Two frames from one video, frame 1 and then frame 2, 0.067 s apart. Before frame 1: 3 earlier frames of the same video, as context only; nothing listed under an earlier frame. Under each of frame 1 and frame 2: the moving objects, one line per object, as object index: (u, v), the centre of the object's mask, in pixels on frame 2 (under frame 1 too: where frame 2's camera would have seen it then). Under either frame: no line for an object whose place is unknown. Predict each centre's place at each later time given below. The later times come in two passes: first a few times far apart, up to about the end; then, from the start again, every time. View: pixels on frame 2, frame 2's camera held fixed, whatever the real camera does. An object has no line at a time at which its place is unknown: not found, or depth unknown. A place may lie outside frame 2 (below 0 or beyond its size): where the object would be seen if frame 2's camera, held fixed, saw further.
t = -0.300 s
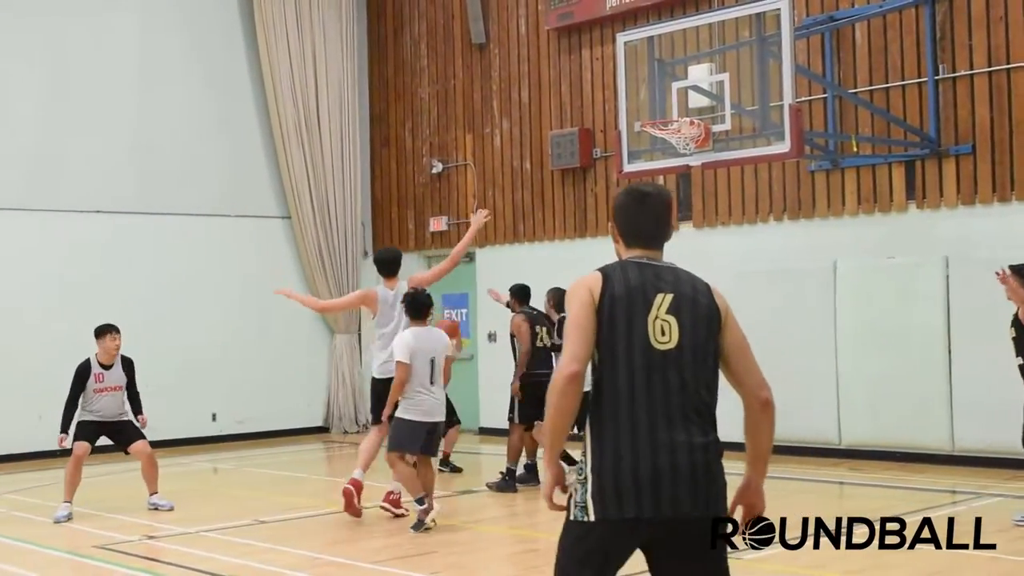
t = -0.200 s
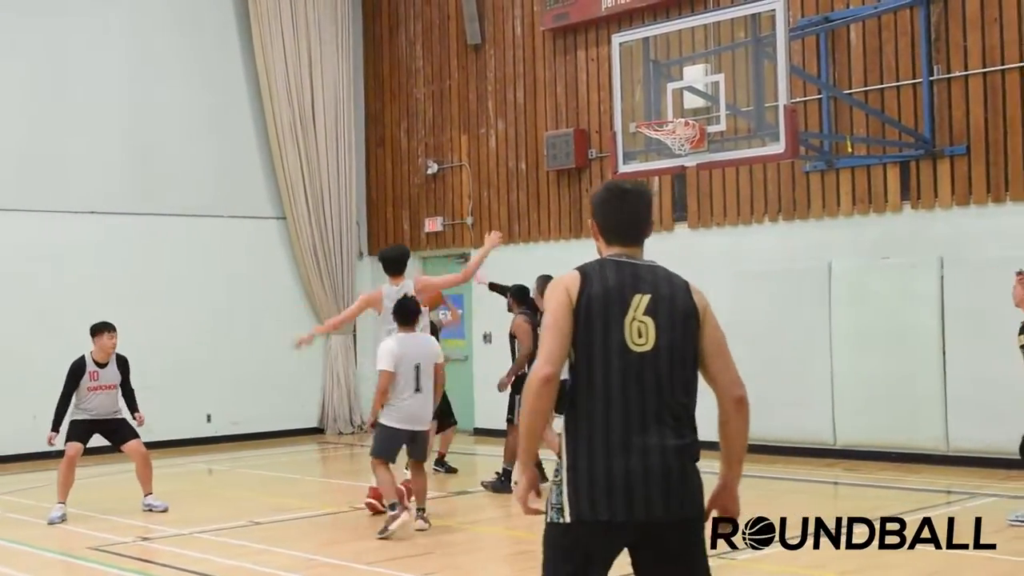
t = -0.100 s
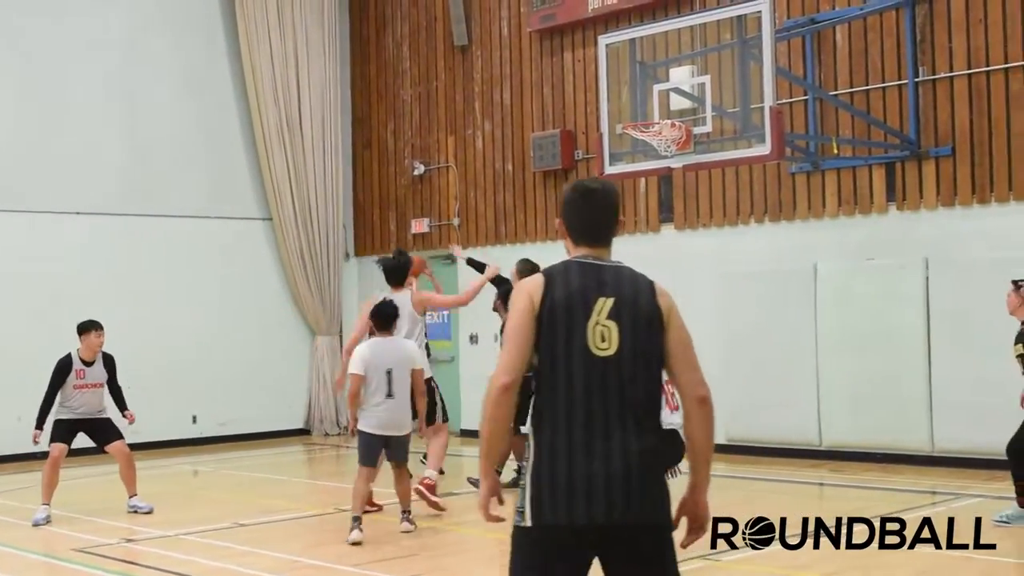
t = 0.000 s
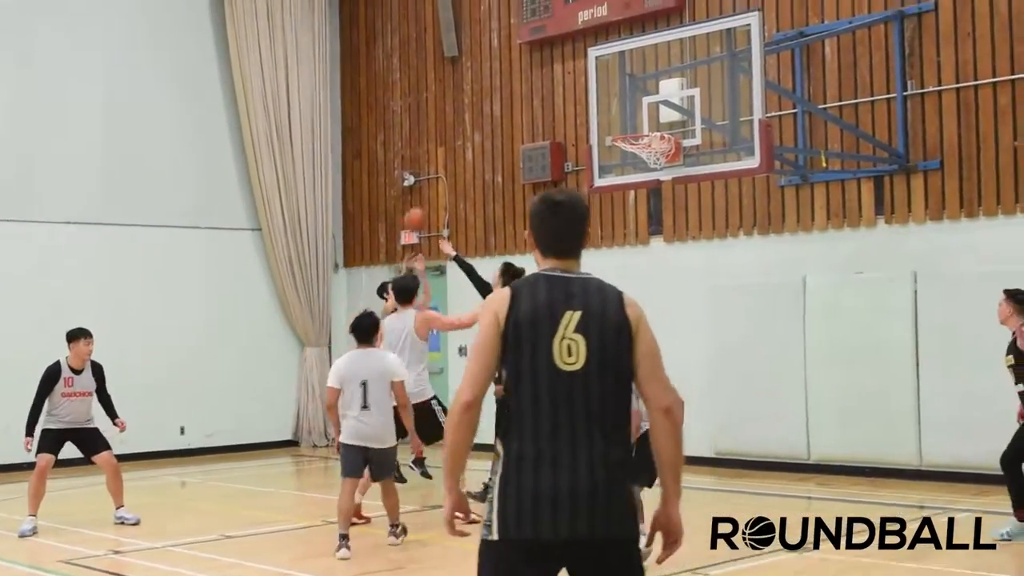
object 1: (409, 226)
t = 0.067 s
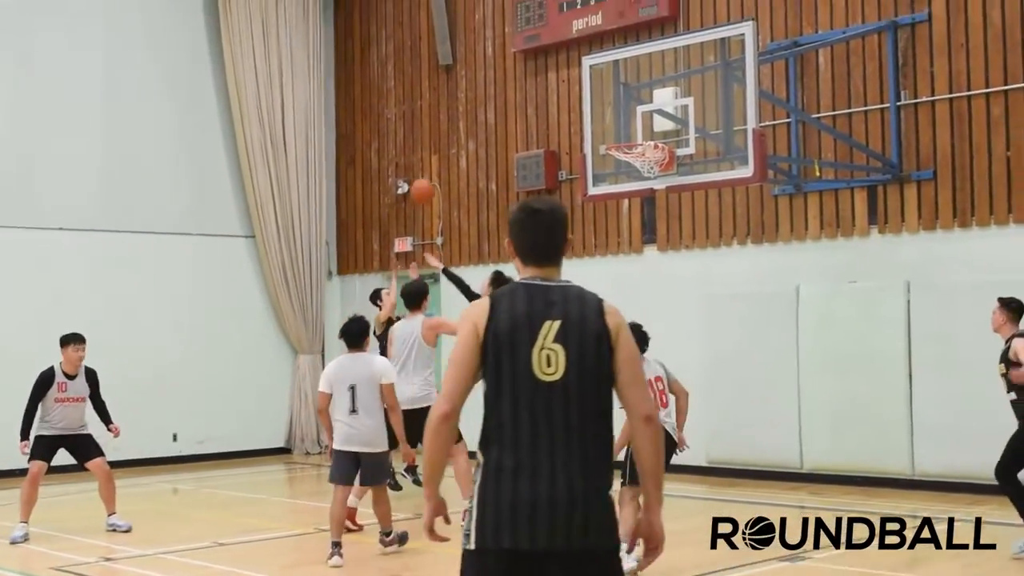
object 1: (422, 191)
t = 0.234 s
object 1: (453, 117)
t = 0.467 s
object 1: (502, 58)
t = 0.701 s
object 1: (556, 51)
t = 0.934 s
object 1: (616, 111)
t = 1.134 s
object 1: (669, 210)
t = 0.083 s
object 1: (425, 182)
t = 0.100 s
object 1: (428, 174)
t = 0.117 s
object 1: (431, 166)
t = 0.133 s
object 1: (435, 158)
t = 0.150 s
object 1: (437, 150)
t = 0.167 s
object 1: (440, 143)
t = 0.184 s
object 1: (443, 136)
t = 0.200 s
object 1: (447, 129)
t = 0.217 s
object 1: (449, 124)
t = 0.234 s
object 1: (453, 117)
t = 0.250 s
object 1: (456, 111)
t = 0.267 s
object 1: (460, 106)
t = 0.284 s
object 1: (464, 99)
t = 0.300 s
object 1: (466, 95)
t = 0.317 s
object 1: (469, 90)
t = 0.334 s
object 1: (474, 85)
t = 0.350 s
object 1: (477, 82)
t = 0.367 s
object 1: (480, 77)
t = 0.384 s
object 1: (485, 72)
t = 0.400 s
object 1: (487, 70)
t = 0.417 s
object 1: (491, 65)
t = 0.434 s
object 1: (495, 62)
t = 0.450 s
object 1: (498, 59)
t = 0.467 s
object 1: (502, 58)
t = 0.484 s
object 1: (506, 56)
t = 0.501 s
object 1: (509, 54)
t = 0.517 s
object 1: (513, 51)
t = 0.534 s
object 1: (518, 49)
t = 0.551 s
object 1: (521, 50)
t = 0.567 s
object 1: (525, 49)
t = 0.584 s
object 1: (529, 48)
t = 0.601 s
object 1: (532, 48)
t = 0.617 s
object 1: (536, 48)
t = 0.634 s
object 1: (540, 48)
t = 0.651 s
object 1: (544, 48)
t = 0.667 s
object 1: (548, 48)
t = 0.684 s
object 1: (552, 50)
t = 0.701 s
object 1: (556, 51)
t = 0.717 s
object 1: (561, 55)
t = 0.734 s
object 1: (564, 57)
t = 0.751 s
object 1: (568, 60)
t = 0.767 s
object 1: (572, 62)
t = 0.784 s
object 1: (576, 66)
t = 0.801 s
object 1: (581, 69)
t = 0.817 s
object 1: (585, 74)
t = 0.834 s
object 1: (589, 78)
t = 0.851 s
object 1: (594, 83)
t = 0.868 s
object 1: (598, 87)
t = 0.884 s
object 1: (602, 93)
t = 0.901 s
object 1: (606, 98)
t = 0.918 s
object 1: (610, 105)
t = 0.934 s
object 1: (616, 111)
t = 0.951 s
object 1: (619, 118)
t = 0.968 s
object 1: (624, 124)
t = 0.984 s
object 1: (629, 132)
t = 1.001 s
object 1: (631, 136)
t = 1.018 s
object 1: (636, 139)
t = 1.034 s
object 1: (649, 156)
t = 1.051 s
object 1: (651, 167)
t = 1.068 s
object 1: (651, 174)
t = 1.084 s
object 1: (656, 181)
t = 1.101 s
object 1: (661, 191)
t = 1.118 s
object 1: (666, 200)
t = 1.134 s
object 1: (669, 210)
